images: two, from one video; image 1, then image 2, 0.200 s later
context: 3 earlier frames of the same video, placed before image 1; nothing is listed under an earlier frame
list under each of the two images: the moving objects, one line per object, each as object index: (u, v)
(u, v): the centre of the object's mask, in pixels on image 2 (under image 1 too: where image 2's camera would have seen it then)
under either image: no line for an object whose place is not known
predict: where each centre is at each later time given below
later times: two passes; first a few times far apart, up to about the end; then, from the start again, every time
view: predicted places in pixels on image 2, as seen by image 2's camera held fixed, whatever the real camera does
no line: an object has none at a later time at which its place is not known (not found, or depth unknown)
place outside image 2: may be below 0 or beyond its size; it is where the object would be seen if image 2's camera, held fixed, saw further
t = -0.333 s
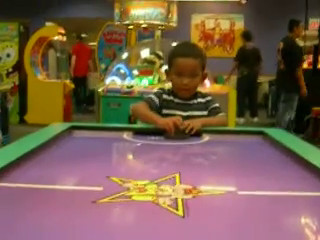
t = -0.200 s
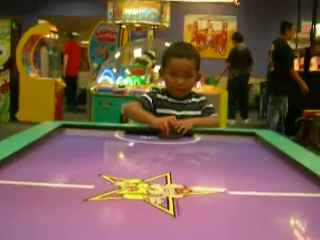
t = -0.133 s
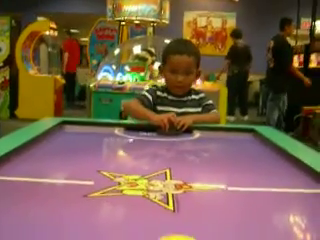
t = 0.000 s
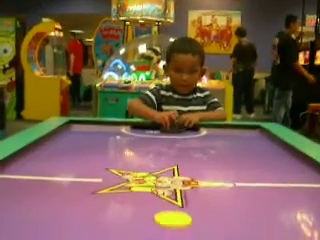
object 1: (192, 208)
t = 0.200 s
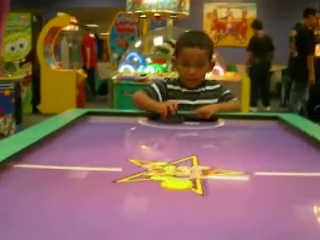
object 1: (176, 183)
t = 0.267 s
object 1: (171, 177)
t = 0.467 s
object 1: (164, 164)
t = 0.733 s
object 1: (156, 147)
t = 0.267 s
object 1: (171, 177)
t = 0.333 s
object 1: (168, 173)
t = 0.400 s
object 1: (165, 167)
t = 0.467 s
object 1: (164, 164)
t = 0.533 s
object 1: (162, 158)
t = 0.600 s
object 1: (160, 153)
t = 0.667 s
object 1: (158, 151)
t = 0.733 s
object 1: (156, 147)
